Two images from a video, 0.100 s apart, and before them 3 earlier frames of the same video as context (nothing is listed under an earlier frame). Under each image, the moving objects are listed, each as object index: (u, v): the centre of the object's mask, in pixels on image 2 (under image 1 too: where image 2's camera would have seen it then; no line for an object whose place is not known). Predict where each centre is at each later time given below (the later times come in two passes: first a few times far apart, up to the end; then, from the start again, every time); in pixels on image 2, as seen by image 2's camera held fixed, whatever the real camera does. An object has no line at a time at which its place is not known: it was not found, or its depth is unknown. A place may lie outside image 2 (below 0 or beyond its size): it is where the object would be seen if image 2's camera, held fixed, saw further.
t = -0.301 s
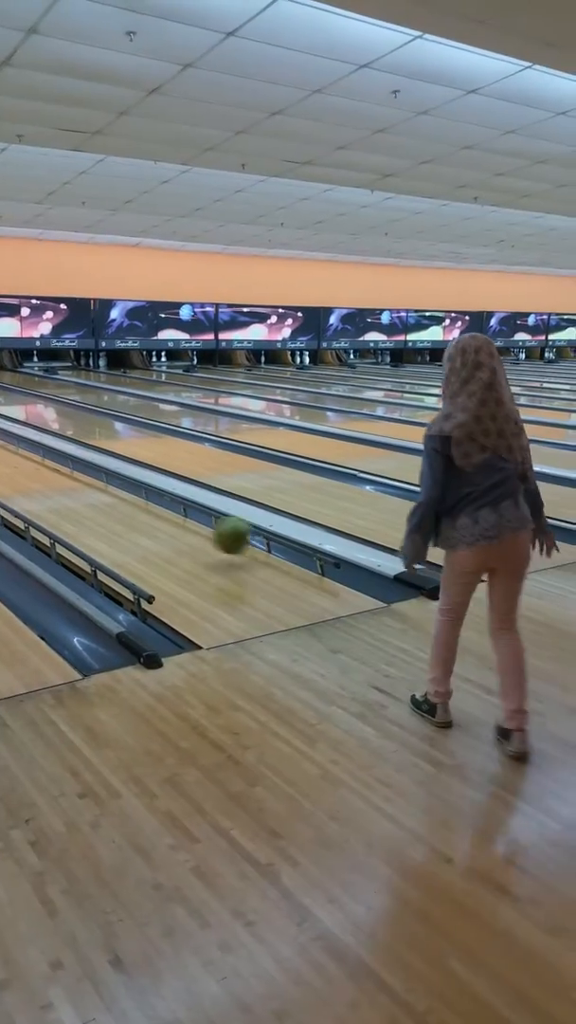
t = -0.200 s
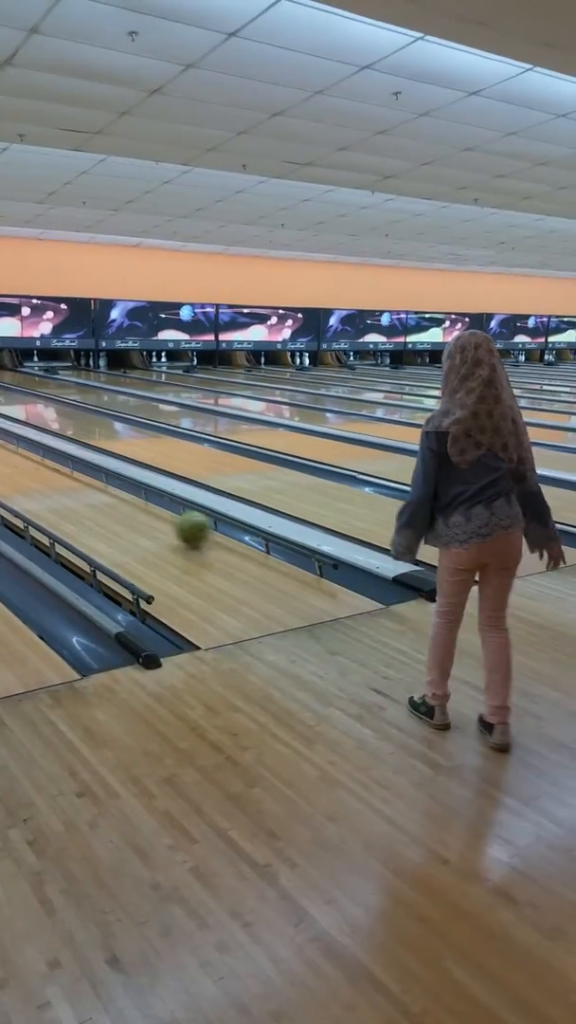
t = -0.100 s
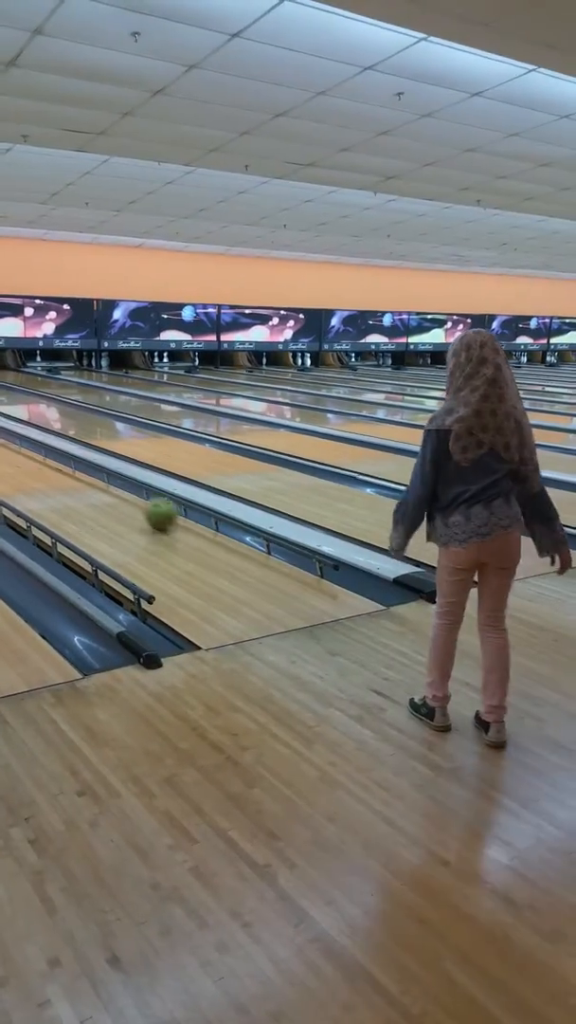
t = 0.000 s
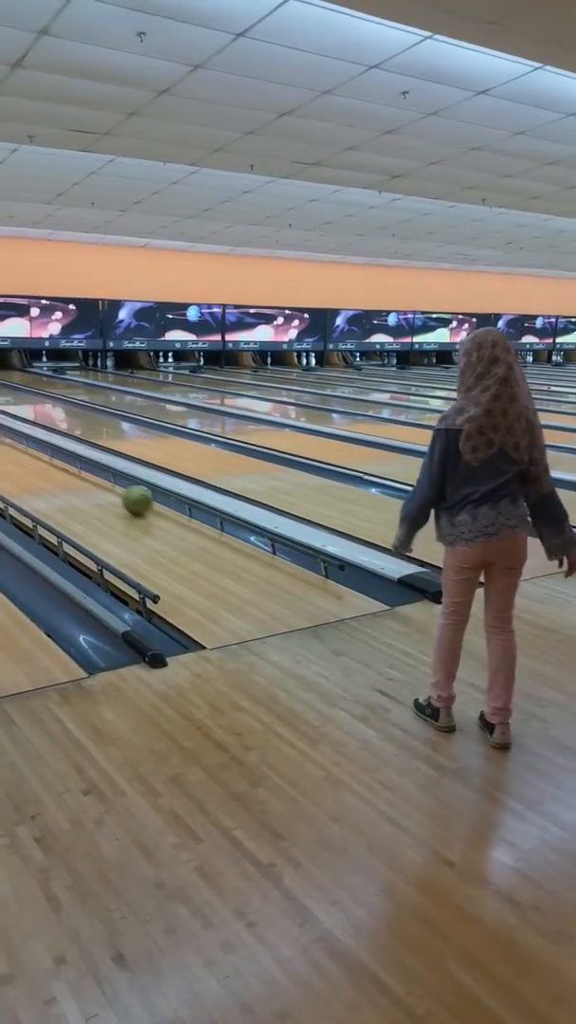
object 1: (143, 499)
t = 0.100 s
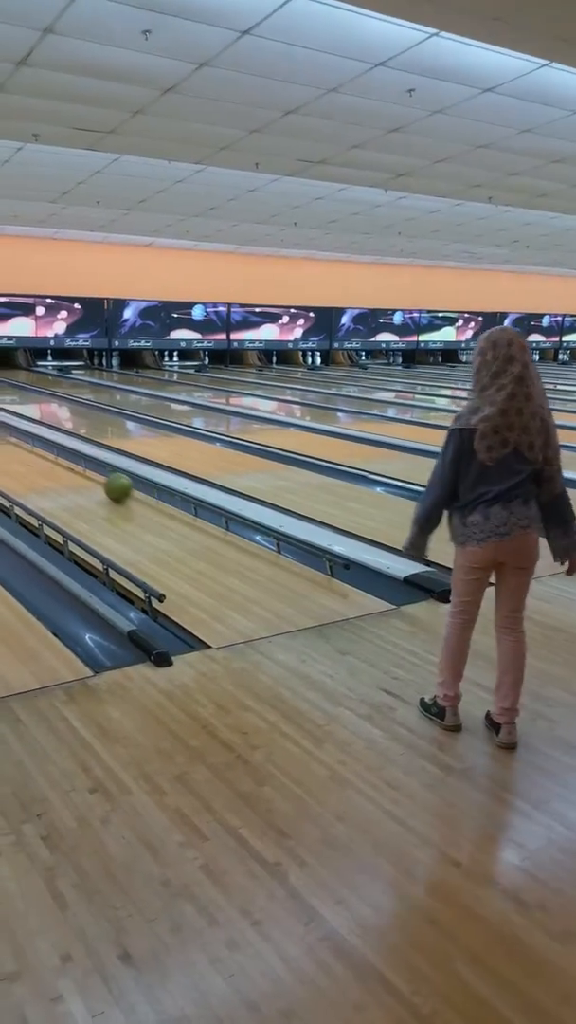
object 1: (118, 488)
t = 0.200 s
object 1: (96, 477)
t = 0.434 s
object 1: (54, 458)
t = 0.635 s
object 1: (25, 444)
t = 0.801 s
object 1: (3, 434)
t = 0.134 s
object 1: (111, 484)
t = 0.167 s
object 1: (103, 481)
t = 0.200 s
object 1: (96, 477)
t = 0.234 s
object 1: (90, 474)
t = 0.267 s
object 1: (83, 471)
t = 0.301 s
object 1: (77, 468)
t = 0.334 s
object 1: (71, 465)
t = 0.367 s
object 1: (65, 463)
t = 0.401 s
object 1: (60, 460)
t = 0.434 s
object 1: (54, 458)
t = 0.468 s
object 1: (50, 456)
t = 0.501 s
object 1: (45, 453)
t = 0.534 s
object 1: (40, 451)
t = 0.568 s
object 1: (34, 448)
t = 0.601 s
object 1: (30, 446)
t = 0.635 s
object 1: (25, 444)
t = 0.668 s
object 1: (20, 442)
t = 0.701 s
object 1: (16, 440)
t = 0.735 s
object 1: (11, 438)
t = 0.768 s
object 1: (7, 436)
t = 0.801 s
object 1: (3, 434)
